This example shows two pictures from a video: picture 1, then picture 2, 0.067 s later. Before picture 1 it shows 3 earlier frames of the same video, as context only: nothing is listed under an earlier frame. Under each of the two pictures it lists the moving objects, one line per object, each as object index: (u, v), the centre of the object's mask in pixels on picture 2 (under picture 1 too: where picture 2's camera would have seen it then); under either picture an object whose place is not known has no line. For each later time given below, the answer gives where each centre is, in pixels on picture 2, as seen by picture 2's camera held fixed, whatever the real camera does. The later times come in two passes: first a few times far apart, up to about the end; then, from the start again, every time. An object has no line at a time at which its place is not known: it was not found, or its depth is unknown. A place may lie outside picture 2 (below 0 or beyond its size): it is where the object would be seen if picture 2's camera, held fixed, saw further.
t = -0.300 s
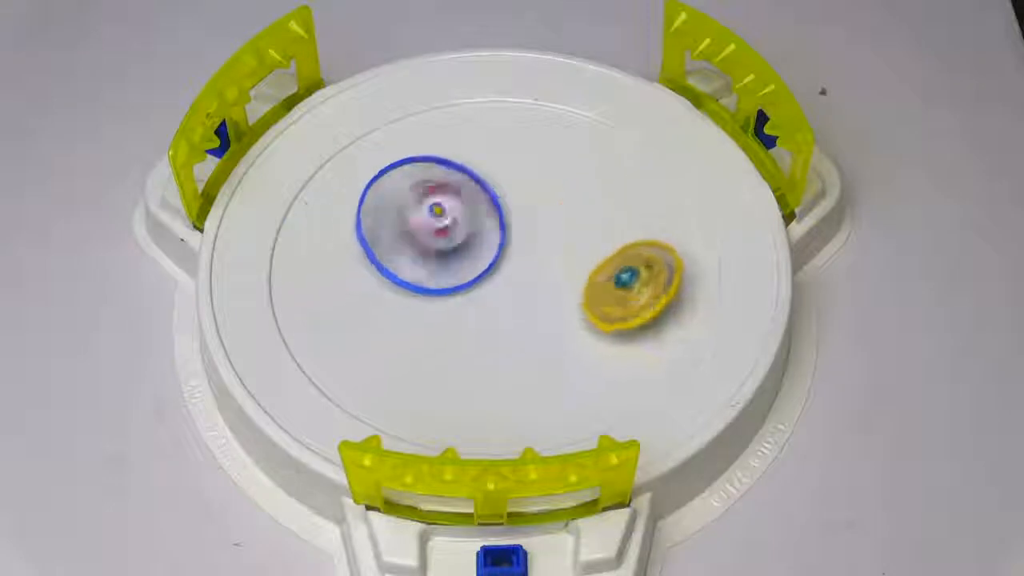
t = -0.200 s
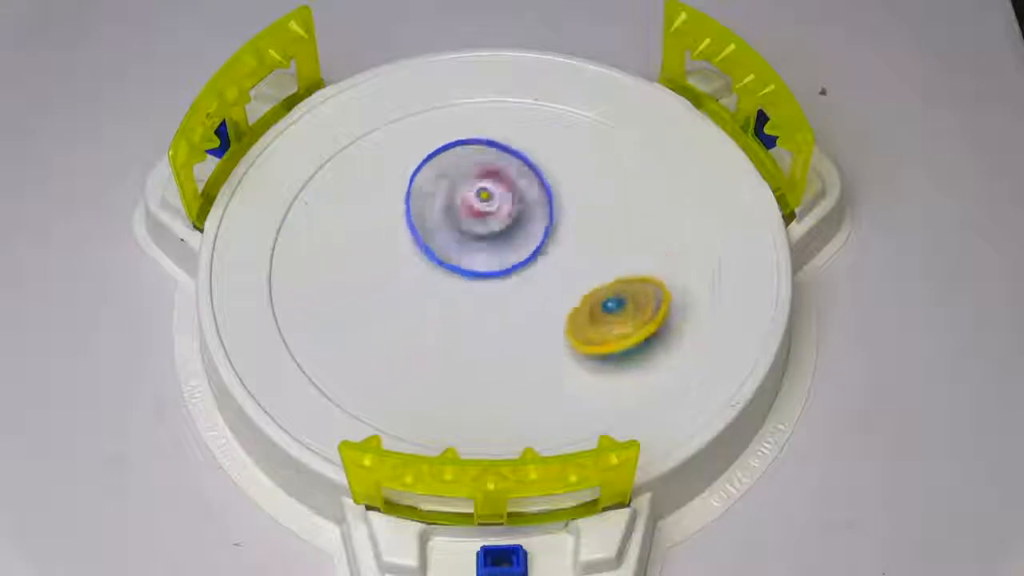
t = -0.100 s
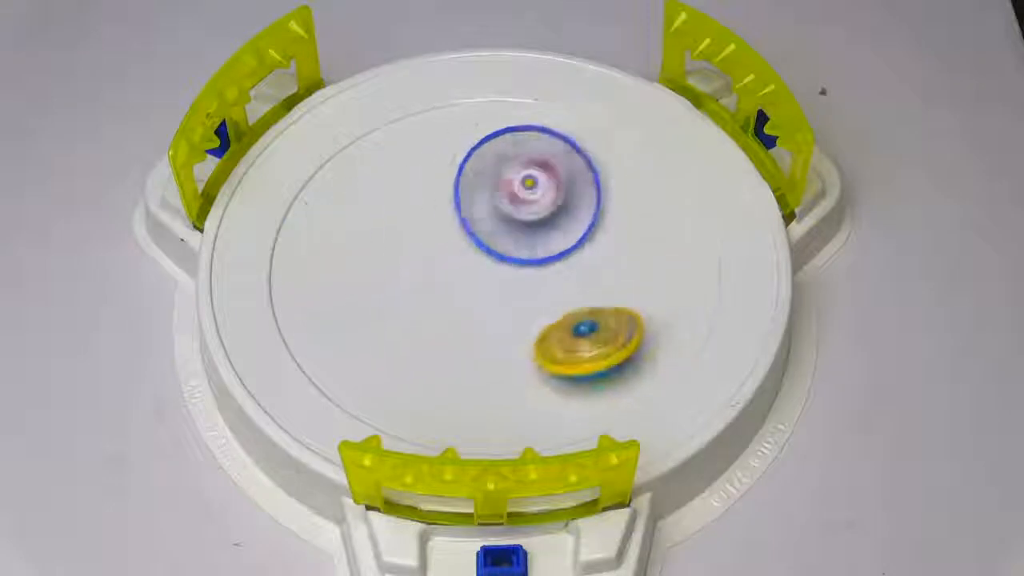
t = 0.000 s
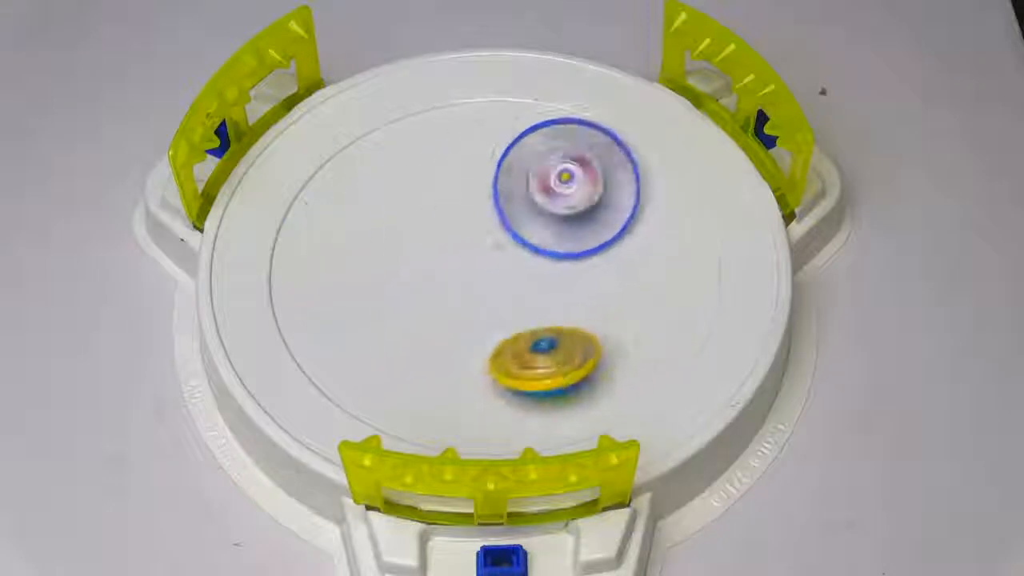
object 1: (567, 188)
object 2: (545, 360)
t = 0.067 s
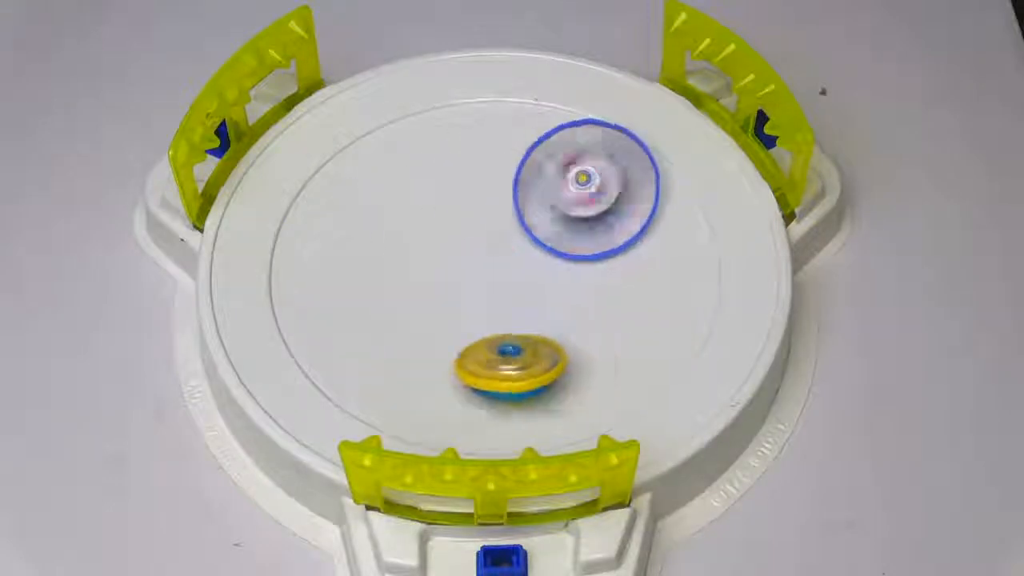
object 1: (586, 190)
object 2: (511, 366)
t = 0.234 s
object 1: (604, 211)
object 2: (436, 348)
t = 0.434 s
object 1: (594, 262)
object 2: (388, 288)
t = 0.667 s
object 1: (538, 335)
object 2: (402, 199)
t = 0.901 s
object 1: (467, 355)
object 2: (463, 149)
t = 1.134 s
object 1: (423, 311)
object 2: (542, 174)
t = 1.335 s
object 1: (414, 244)
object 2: (596, 242)
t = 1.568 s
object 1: (451, 180)
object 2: (593, 315)
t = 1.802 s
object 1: (516, 182)
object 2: (517, 351)
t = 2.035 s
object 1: (591, 232)
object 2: (432, 315)
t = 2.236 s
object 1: (600, 287)
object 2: (409, 250)
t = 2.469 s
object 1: (537, 336)
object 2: (445, 179)
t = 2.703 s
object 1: (447, 334)
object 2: (512, 173)
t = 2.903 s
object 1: (408, 287)
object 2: (568, 223)
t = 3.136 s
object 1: (428, 214)
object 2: (582, 296)
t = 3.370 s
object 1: (495, 183)
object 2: (527, 336)
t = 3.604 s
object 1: (574, 217)
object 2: (451, 310)
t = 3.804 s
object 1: (598, 274)
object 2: (429, 252)
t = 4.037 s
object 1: (546, 329)
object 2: (464, 195)
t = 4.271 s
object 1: (453, 330)
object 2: (529, 195)
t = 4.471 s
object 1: (411, 286)
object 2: (570, 237)
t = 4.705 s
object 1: (443, 213)
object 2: (555, 296)
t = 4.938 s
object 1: (518, 189)
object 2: (487, 315)
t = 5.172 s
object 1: (582, 228)
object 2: (436, 276)
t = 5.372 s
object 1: (581, 288)
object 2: (448, 230)
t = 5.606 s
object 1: (504, 334)
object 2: (509, 210)
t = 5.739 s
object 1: (456, 329)
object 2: (544, 222)
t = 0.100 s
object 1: (592, 192)
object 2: (497, 366)
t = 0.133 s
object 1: (598, 197)
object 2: (479, 363)
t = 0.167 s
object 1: (601, 201)
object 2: (464, 359)
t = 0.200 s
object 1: (603, 204)
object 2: (451, 356)
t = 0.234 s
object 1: (604, 211)
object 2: (436, 348)
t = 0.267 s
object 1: (605, 217)
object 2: (426, 341)
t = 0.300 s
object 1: (605, 223)
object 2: (416, 333)
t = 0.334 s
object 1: (603, 232)
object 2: (404, 323)
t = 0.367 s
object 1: (602, 240)
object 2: (399, 312)
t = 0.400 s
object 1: (599, 249)
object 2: (393, 302)
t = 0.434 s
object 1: (594, 262)
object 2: (388, 288)
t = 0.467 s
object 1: (590, 272)
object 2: (387, 276)
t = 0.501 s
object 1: (585, 282)
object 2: (384, 264)
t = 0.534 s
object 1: (575, 296)
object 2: (385, 248)
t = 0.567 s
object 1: (568, 306)
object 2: (387, 236)
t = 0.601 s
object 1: (560, 315)
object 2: (389, 223)
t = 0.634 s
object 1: (547, 327)
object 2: (394, 208)
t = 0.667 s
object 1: (538, 335)
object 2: (402, 199)
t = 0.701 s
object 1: (528, 341)
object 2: (407, 187)
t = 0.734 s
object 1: (514, 349)
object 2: (416, 176)
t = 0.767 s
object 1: (504, 353)
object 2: (425, 169)
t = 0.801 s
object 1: (495, 356)
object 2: (432, 161)
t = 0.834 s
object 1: (483, 357)
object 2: (444, 155)
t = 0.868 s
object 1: (474, 357)
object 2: (454, 152)
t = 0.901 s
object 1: (467, 355)
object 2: (463, 149)
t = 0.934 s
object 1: (457, 352)
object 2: (475, 147)
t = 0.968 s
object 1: (451, 348)
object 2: (487, 148)
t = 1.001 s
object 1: (444, 343)
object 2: (496, 149)
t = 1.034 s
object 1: (436, 335)
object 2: (509, 154)
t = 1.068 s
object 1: (432, 329)
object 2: (520, 158)
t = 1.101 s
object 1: (428, 322)
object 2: (529, 163)
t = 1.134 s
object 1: (423, 311)
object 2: (542, 174)
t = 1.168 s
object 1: (419, 303)
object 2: (551, 183)
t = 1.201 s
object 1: (416, 294)
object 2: (560, 192)
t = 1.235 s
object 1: (413, 280)
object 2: (572, 206)
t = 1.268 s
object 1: (413, 269)
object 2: (582, 215)
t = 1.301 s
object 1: (413, 258)
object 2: (588, 226)
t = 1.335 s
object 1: (414, 244)
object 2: (596, 242)
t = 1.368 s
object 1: (417, 233)
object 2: (601, 252)
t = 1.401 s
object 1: (420, 222)
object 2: (603, 263)
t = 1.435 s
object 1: (426, 209)
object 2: (605, 278)
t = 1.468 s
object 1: (431, 201)
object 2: (606, 287)
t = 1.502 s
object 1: (436, 193)
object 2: (602, 296)
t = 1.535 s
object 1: (444, 185)
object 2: (598, 308)
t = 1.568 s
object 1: (451, 180)
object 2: (593, 315)
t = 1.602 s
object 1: (457, 176)
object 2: (586, 323)
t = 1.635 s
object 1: (468, 174)
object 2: (575, 332)
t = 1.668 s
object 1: (476, 174)
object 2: (566, 337)
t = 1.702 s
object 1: (485, 174)
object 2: (555, 343)
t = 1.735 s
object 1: (497, 176)
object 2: (541, 347)
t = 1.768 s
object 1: (506, 179)
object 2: (528, 350)
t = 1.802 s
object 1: (516, 182)
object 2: (517, 351)
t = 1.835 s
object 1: (529, 188)
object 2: (502, 349)
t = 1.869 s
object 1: (540, 193)
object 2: (489, 348)
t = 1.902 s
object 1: (550, 199)
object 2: (479, 345)
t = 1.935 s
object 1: (563, 207)
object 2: (464, 339)
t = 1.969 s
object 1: (572, 214)
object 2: (453, 333)
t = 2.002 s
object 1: (581, 221)
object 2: (444, 326)
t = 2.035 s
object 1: (591, 232)
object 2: (432, 315)
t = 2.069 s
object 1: (596, 240)
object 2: (426, 308)
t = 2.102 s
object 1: (600, 248)
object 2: (420, 297)
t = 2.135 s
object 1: (604, 260)
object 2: (413, 284)
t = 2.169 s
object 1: (604, 269)
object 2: (411, 274)
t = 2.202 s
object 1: (604, 277)
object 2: (408, 262)
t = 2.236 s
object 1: (600, 287)
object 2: (409, 250)
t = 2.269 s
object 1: (595, 295)
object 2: (411, 237)
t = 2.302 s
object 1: (590, 302)
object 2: (413, 228)
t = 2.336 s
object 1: (581, 312)
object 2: (419, 213)
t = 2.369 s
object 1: (573, 318)
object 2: (423, 203)
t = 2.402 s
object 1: (561, 326)
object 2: (431, 192)
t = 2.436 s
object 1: (550, 332)
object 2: (439, 185)
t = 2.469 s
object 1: (537, 336)
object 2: (445, 179)
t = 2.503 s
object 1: (523, 341)
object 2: (456, 173)
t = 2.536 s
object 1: (511, 343)
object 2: (463, 169)
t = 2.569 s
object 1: (498, 344)
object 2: (471, 168)
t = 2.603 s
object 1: (483, 344)
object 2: (483, 166)
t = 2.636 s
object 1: (472, 341)
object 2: (491, 167)
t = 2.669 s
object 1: (460, 339)
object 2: (501, 169)
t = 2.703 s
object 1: (447, 334)
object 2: (512, 173)
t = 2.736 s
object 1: (438, 328)
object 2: (522, 178)
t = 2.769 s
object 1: (430, 322)
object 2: (529, 184)
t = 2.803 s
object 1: (421, 314)
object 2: (542, 194)
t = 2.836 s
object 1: (416, 305)
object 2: (551, 201)
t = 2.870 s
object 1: (411, 298)
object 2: (559, 211)
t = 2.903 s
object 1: (408, 287)
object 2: (568, 223)
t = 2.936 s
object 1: (406, 277)
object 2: (574, 232)
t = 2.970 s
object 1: (406, 268)
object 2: (579, 242)
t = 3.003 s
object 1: (409, 254)
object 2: (583, 255)
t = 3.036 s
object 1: (411, 245)
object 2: (585, 266)
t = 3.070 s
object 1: (415, 235)
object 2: (585, 275)
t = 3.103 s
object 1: (422, 223)
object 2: (583, 288)
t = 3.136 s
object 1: (428, 214)
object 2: (582, 296)
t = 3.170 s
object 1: (436, 206)
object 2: (576, 304)
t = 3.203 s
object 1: (446, 198)
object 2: (570, 313)
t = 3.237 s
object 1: (455, 192)
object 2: (563, 320)
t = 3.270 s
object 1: (463, 188)
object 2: (557, 326)
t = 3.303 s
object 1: (475, 184)
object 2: (545, 331)
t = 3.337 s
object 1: (485, 182)
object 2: (536, 335)
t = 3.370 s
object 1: (495, 183)
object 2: (527, 336)
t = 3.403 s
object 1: (509, 184)
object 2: (513, 337)
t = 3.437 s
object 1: (518, 186)
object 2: (504, 337)
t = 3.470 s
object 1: (529, 190)
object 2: (493, 335)
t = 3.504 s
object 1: (542, 195)
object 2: (480, 330)
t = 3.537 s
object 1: (553, 201)
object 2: (470, 325)
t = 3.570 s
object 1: (562, 207)
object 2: (462, 320)
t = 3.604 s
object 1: (574, 217)
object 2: (451, 310)
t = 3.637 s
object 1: (582, 225)
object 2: (444, 303)
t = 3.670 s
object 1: (588, 233)
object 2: (438, 294)
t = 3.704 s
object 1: (594, 245)
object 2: (433, 283)
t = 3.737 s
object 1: (597, 253)
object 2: (430, 273)
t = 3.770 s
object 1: (599, 262)
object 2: (428, 265)
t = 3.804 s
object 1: (598, 274)
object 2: (429, 252)
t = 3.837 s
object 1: (596, 282)
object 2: (429, 243)
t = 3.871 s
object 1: (592, 290)
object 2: (433, 234)
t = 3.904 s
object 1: (585, 301)
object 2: (438, 223)
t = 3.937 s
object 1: (577, 309)
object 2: (444, 215)
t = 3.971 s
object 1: (569, 316)
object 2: (449, 207)
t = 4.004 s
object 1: (555, 324)
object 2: (459, 201)
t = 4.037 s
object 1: (546, 329)
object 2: (464, 195)
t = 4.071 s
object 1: (533, 334)
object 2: (473, 192)
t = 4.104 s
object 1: (517, 337)
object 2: (483, 188)
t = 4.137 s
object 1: (503, 338)
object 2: (493, 188)
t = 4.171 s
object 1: (492, 338)
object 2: (500, 187)
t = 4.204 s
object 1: (475, 337)
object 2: (511, 189)
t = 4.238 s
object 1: (464, 334)
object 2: (520, 190)
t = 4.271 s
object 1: (453, 330)
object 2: (529, 195)
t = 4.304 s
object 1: (440, 324)
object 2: (539, 200)
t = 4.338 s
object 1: (432, 319)
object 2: (546, 207)
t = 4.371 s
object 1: (425, 312)
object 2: (553, 211)
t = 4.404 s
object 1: (418, 302)
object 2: (561, 222)
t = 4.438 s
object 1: (414, 294)
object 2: (566, 228)
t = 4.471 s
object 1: (411, 286)
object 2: (570, 237)
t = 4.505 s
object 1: (411, 274)
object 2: (573, 246)
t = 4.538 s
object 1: (412, 264)
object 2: (573, 256)
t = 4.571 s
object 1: (414, 255)
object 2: (573, 263)
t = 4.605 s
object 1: (420, 242)
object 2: (570, 274)
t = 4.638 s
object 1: (426, 232)
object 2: (567, 281)
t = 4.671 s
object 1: (432, 224)
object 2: (562, 289)
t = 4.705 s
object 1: (443, 213)
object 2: (555, 296)
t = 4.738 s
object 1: (451, 207)
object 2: (547, 302)
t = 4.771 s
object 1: (461, 201)
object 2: (540, 306)
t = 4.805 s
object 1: (474, 194)
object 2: (528, 312)
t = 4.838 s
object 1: (484, 191)
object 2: (520, 314)
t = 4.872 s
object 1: (494, 189)
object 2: (510, 316)
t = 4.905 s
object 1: (508, 188)
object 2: (497, 316)
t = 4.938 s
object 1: (518, 189)
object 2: (487, 315)
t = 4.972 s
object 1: (527, 191)
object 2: (477, 312)
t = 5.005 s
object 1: (541, 196)
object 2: (465, 308)
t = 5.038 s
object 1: (551, 200)
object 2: (458, 302)
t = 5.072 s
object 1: (560, 205)
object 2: (451, 298)
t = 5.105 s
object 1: (570, 213)
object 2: (444, 290)
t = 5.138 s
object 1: (577, 221)
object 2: (439, 284)
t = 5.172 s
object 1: (582, 228)
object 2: (436, 276)
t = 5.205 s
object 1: (588, 240)
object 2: (434, 268)
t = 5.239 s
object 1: (589, 248)
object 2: (434, 259)
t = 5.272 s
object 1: (590, 258)
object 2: (437, 253)
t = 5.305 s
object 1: (588, 270)
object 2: (439, 243)
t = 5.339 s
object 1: (585, 280)
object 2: (445, 238)
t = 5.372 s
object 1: (581, 288)
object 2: (448, 230)
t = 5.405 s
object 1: (572, 300)
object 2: (457, 224)
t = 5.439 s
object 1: (565, 308)
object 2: (461, 219)
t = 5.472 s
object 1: (556, 315)
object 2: (470, 216)
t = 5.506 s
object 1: (543, 323)
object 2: (479, 212)
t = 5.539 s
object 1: (531, 328)
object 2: (489, 211)
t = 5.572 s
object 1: (520, 331)
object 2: (496, 211)
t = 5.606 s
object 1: (504, 334)
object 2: (509, 210)
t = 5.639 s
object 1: (492, 335)
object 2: (517, 213)
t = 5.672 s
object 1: (480, 334)
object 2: (525, 213)
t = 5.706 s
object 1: (465, 332)
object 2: (537, 220)
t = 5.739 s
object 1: (456, 329)
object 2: (544, 222)
